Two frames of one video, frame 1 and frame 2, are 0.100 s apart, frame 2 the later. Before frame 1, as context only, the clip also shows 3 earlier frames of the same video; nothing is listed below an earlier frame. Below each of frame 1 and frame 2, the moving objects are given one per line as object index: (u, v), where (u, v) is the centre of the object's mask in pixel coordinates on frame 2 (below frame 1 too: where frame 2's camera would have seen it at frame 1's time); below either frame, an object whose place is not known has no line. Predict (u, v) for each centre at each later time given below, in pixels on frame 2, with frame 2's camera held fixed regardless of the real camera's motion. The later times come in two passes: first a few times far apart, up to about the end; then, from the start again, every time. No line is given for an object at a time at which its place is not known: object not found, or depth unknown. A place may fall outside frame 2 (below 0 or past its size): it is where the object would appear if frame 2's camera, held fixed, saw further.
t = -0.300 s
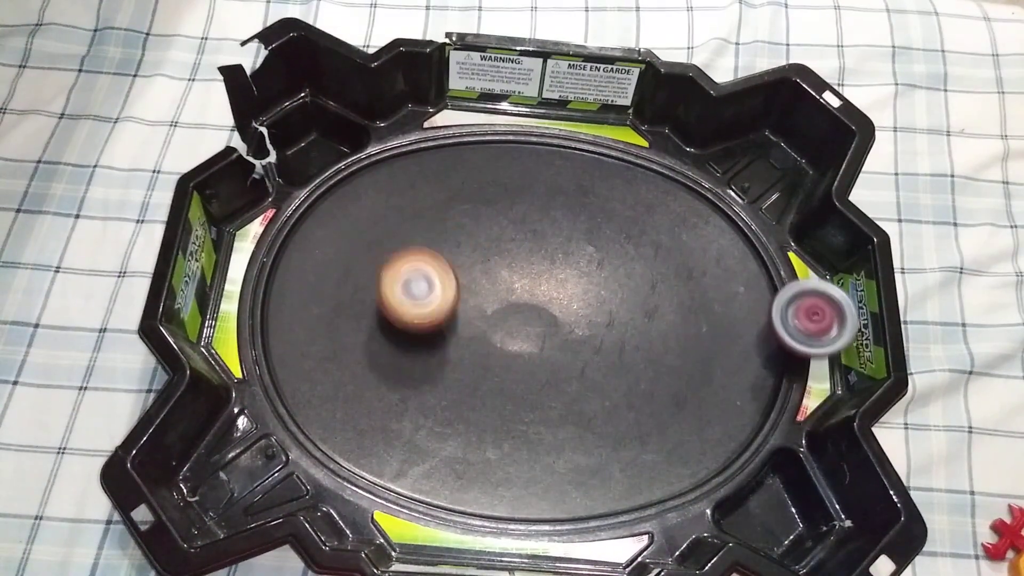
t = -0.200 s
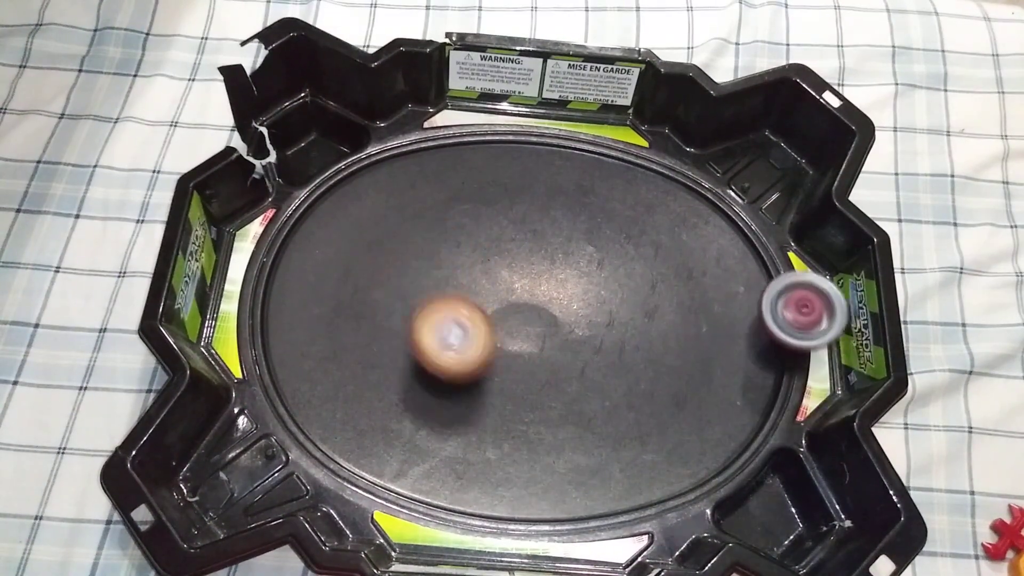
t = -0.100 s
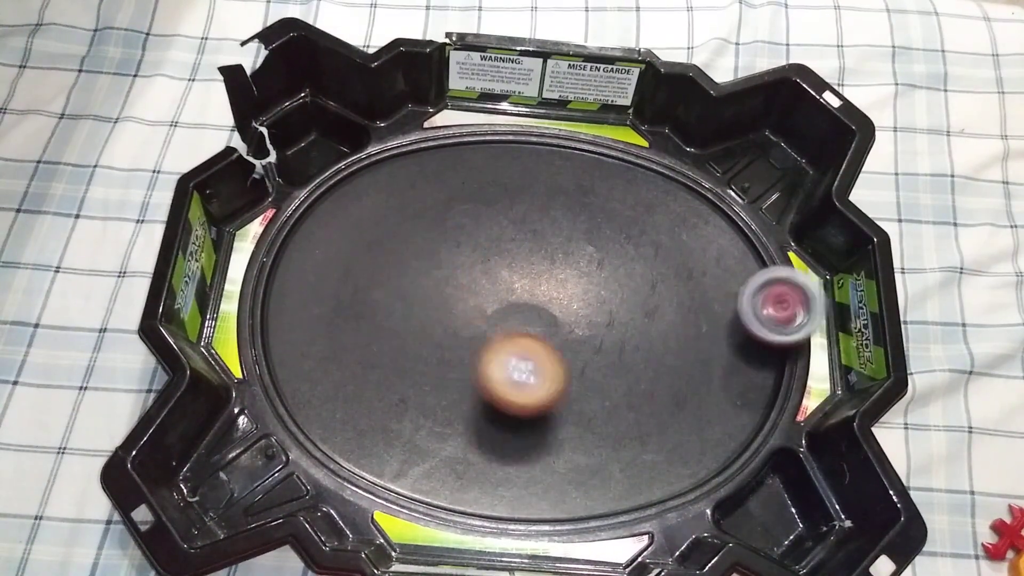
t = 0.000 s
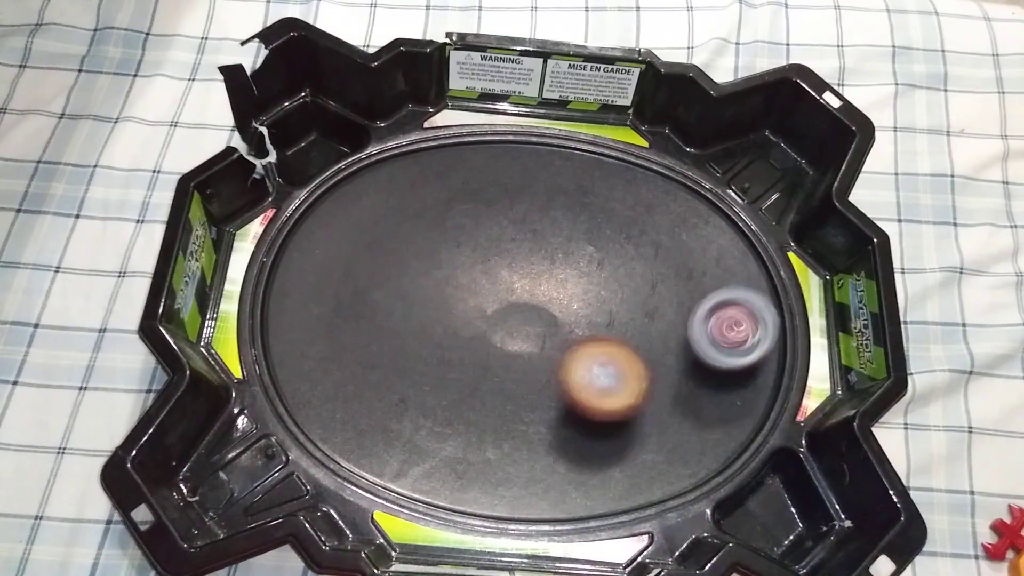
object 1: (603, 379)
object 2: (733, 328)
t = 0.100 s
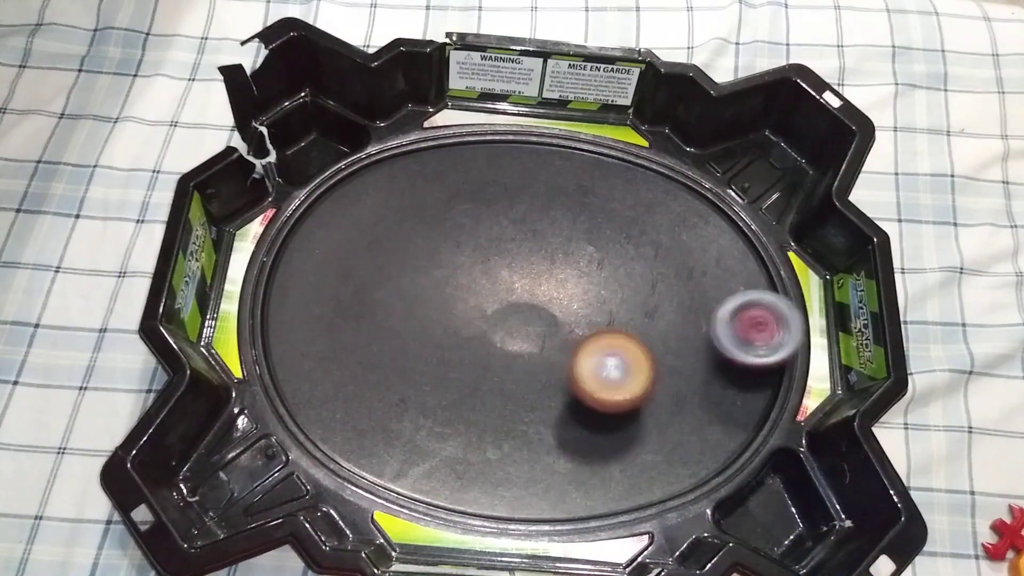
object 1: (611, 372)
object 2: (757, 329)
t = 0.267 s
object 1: (551, 326)
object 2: (767, 344)
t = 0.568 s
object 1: (436, 291)
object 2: (626, 347)
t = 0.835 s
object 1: (440, 434)
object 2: (512, 268)
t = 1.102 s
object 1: (661, 374)
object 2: (481, 216)
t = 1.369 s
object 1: (639, 156)
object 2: (469, 231)
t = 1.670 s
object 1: (297, 270)
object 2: (430, 313)
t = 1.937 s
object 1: (532, 494)
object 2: (377, 365)
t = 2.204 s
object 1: (776, 299)
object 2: (368, 386)
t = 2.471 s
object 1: (549, 146)
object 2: (424, 380)
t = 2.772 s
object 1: (277, 364)
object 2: (525, 362)
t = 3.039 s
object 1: (635, 469)
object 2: (606, 357)
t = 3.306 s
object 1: (734, 229)
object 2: (635, 336)
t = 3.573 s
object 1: (458, 163)
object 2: (628, 306)
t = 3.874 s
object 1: (324, 425)
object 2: (581, 282)
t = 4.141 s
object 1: (663, 440)
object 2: (521, 282)
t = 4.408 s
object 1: (686, 201)
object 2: (459, 297)
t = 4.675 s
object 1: (396, 161)
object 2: (414, 317)
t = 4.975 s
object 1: (337, 442)
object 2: (410, 348)
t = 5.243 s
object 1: (671, 418)
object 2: (445, 371)
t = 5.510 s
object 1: (652, 211)
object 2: (499, 374)
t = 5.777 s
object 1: (388, 197)
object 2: (556, 357)
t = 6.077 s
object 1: (362, 438)
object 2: (600, 327)
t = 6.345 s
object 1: (631, 440)
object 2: (602, 305)
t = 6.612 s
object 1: (652, 262)
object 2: (569, 297)
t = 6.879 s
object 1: (439, 217)
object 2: (506, 297)
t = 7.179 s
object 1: (380, 377)
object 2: (447, 314)
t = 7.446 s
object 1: (528, 416)
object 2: (419, 337)
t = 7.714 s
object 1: (605, 308)
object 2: (428, 357)
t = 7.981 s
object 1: (524, 255)
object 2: (474, 361)
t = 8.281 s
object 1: (422, 331)
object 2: (538, 345)
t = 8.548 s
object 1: (522, 402)
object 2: (582, 321)
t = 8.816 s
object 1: (606, 363)
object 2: (615, 280)
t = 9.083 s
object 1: (544, 346)
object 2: (640, 210)
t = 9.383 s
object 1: (461, 391)
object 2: (604, 229)
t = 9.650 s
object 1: (483, 379)
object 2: (528, 307)
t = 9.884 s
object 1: (414, 373)
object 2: (608, 261)
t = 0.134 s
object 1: (598, 369)
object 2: (772, 326)
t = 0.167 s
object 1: (585, 361)
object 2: (780, 327)
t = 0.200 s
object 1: (573, 351)
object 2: (781, 331)
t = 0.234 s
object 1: (561, 339)
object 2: (774, 337)
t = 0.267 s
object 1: (551, 326)
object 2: (767, 344)
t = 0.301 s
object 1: (541, 315)
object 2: (759, 349)
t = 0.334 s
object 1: (531, 305)
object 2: (748, 353)
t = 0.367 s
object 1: (521, 296)
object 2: (734, 357)
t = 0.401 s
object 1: (511, 288)
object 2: (719, 358)
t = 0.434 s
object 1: (499, 282)
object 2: (702, 358)
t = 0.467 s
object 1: (485, 279)
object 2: (684, 357)
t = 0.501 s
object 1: (470, 279)
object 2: (666, 355)
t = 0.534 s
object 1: (453, 283)
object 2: (646, 352)
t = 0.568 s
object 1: (436, 291)
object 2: (626, 347)
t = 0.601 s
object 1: (420, 303)
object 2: (607, 341)
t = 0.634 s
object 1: (406, 320)
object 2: (590, 333)
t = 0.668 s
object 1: (397, 339)
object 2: (575, 324)
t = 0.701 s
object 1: (393, 360)
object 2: (560, 315)
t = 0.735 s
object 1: (397, 381)
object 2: (547, 305)
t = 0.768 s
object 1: (405, 401)
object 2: (534, 292)
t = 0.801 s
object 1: (419, 419)
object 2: (523, 279)
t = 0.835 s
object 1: (440, 434)
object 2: (512, 268)
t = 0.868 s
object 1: (466, 445)
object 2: (504, 258)
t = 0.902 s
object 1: (495, 451)
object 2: (497, 250)
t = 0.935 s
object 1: (526, 451)
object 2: (492, 242)
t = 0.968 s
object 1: (557, 447)
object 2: (488, 235)
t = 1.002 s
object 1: (586, 435)
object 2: (486, 228)
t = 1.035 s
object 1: (613, 420)
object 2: (484, 223)
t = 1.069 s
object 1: (640, 399)
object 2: (482, 218)
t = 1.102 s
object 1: (661, 374)
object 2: (481, 216)
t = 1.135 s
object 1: (677, 346)
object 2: (479, 213)
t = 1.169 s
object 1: (688, 315)
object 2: (479, 212)
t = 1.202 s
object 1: (692, 285)
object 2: (478, 212)
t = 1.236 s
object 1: (693, 254)
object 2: (477, 213)
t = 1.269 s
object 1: (687, 225)
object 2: (475, 215)
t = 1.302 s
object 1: (676, 198)
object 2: (474, 219)
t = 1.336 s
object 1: (661, 177)
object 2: (471, 225)
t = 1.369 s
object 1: (639, 156)
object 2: (469, 231)
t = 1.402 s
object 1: (614, 142)
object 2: (466, 238)
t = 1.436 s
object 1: (581, 141)
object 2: (464, 247)
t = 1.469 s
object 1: (545, 145)
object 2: (461, 256)
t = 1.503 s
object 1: (505, 154)
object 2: (458, 265)
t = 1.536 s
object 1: (463, 166)
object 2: (454, 274)
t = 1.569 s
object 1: (419, 184)
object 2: (449, 284)
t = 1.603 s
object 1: (375, 206)
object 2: (443, 293)
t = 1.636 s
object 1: (335, 234)
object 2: (437, 302)
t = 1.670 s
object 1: (297, 270)
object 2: (430, 313)
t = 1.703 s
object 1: (266, 310)
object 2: (424, 323)
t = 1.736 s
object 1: (269, 353)
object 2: (419, 330)
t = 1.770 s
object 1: (289, 395)
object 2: (412, 338)
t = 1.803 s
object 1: (324, 426)
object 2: (404, 345)
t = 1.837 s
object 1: (368, 458)
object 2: (397, 351)
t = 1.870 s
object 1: (417, 478)
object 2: (389, 357)
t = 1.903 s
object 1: (474, 491)
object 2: (383, 361)
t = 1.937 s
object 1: (532, 494)
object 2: (377, 365)
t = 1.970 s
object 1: (583, 487)
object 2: (372, 369)
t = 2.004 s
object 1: (635, 473)
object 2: (370, 372)
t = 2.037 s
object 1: (675, 454)
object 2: (367, 375)
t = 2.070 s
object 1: (713, 425)
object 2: (365, 377)
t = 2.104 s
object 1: (741, 397)
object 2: (364, 379)
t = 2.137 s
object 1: (759, 365)
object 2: (364, 382)
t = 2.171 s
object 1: (772, 331)
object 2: (366, 384)
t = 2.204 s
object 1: (776, 299)
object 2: (368, 386)
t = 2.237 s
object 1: (776, 266)
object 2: (371, 387)
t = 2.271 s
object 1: (763, 238)
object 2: (376, 388)
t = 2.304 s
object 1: (738, 213)
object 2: (381, 388)
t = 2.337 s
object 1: (707, 191)
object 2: (388, 387)
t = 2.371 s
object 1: (672, 174)
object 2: (395, 386)
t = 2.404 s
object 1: (634, 160)
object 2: (405, 384)
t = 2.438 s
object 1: (592, 150)
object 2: (414, 382)
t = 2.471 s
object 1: (549, 146)
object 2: (424, 380)
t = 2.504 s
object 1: (504, 147)
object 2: (435, 379)
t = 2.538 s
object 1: (457, 154)
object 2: (446, 376)
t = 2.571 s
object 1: (415, 165)
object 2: (457, 374)
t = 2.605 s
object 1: (373, 186)
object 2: (468, 371)
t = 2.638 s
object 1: (333, 211)
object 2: (479, 369)
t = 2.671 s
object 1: (299, 244)
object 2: (490, 367)
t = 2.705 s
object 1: (269, 278)
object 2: (502, 365)
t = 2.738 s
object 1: (266, 321)
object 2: (514, 362)
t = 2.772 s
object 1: (277, 364)
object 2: (525, 362)
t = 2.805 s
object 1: (302, 408)
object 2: (536, 360)
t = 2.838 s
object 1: (335, 443)
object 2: (548, 360)
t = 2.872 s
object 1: (383, 466)
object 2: (559, 359)
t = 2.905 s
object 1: (440, 480)
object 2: (570, 359)
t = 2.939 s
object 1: (491, 487)
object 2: (580, 357)
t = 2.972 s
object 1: (542, 488)
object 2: (589, 358)
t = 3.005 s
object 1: (591, 482)
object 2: (598, 358)
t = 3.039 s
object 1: (635, 469)
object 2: (606, 357)
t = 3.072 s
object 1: (671, 449)
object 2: (613, 355)
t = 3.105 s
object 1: (704, 422)
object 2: (618, 354)
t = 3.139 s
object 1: (730, 390)
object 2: (623, 352)
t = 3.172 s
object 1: (745, 358)
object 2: (627, 350)
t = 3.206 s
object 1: (752, 325)
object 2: (630, 347)
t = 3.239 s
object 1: (753, 292)
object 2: (632, 343)
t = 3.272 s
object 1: (747, 260)
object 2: (634, 339)
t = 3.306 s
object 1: (734, 229)
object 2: (635, 336)
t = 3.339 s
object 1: (714, 201)
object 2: (636, 332)
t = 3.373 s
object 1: (688, 177)
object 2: (636, 328)
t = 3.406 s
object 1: (660, 158)
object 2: (637, 325)
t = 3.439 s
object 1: (623, 148)
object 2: (636, 320)
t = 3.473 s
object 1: (580, 146)
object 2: (635, 317)
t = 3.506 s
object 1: (538, 148)
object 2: (633, 313)
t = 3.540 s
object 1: (498, 155)
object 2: (631, 310)
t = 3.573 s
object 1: (458, 163)
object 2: (628, 306)
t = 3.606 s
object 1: (418, 177)
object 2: (625, 302)
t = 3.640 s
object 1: (381, 196)
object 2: (621, 299)
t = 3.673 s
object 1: (346, 221)
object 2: (616, 296)
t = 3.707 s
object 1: (316, 252)
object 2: (611, 293)
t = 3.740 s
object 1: (290, 287)
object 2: (606, 291)
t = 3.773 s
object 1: (274, 323)
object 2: (600, 288)
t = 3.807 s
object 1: (271, 364)
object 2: (595, 286)
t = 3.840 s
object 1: (294, 398)
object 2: (588, 284)
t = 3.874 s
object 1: (324, 425)
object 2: (581, 282)
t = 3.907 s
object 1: (357, 450)
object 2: (575, 281)
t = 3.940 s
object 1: (398, 469)
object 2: (567, 280)
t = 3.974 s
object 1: (444, 483)
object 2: (560, 280)
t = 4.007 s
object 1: (492, 490)
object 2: (552, 280)
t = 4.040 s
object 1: (540, 488)
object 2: (544, 280)
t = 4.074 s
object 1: (585, 479)
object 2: (537, 281)
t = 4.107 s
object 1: (627, 463)
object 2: (529, 281)
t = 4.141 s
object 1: (663, 440)
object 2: (521, 282)
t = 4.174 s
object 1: (692, 413)
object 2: (513, 284)
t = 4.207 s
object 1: (712, 385)
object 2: (504, 285)
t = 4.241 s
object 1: (725, 354)
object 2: (497, 286)
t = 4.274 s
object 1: (731, 321)
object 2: (489, 288)
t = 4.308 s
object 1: (728, 290)
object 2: (481, 290)
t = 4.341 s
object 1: (720, 258)
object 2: (474, 292)
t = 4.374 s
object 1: (704, 229)
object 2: (466, 295)
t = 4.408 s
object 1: (686, 201)
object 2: (459, 297)
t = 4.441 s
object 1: (661, 180)
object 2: (453, 299)
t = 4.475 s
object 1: (631, 161)
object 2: (446, 302)
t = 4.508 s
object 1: (597, 146)
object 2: (439, 304)
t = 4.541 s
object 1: (559, 137)
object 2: (433, 306)
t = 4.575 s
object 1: (520, 135)
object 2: (427, 309)
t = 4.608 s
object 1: (478, 139)
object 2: (422, 312)
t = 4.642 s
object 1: (437, 148)
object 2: (418, 314)
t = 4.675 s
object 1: (396, 161)
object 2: (414, 317)
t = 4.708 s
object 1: (360, 178)
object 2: (411, 320)
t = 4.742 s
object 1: (326, 202)
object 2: (409, 324)
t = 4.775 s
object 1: (298, 229)
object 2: (407, 328)
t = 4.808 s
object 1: (277, 262)
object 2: (406, 332)
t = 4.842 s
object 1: (265, 296)
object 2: (406, 336)
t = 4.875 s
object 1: (268, 335)
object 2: (406, 339)
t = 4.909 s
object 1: (282, 373)
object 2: (407, 342)
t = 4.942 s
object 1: (306, 410)
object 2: (409, 346)
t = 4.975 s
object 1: (337, 442)
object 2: (410, 348)
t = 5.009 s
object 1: (377, 464)
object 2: (413, 351)
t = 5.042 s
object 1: (422, 477)
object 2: (416, 355)
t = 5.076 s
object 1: (471, 485)
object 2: (419, 358)
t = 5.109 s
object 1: (520, 484)
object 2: (423, 360)
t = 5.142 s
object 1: (564, 479)
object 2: (428, 364)
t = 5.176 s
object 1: (607, 464)
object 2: (434, 366)
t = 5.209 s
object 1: (644, 443)
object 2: (439, 369)
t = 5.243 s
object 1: (671, 418)
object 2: (445, 371)
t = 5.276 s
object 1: (690, 395)
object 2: (451, 372)
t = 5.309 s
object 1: (705, 368)
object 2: (458, 374)
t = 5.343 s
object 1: (711, 339)
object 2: (464, 375)
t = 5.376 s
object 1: (709, 312)
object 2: (470, 376)
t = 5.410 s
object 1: (703, 285)
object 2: (478, 376)
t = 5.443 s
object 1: (692, 258)
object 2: (485, 376)
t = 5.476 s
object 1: (673, 231)
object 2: (492, 375)
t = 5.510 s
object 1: (652, 211)
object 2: (499, 374)
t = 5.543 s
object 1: (626, 193)
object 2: (506, 373)
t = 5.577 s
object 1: (597, 177)
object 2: (514, 371)
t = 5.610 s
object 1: (563, 166)
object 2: (521, 369)
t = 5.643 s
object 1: (527, 162)
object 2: (528, 367)
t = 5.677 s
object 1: (491, 163)
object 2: (536, 364)
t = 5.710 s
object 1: (455, 168)
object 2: (543, 362)
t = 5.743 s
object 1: (420, 181)
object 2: (550, 359)
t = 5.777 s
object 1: (388, 197)
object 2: (556, 357)
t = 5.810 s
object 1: (362, 218)
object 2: (562, 354)
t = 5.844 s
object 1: (340, 243)
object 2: (569, 351)
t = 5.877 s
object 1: (325, 268)
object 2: (574, 348)
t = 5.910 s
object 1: (315, 296)
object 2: (580, 345)
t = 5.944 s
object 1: (311, 326)
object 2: (585, 342)
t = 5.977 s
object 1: (314, 359)
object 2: (590, 338)
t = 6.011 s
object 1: (325, 390)
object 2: (594, 334)
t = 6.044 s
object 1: (340, 416)
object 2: (597, 331)
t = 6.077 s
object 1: (362, 438)
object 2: (600, 327)
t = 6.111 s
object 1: (388, 456)
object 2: (602, 324)
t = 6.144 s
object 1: (419, 469)
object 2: (603, 321)
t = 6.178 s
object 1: (453, 477)
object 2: (605, 318)
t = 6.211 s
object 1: (491, 481)
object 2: (605, 315)
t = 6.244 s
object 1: (529, 481)
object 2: (606, 312)
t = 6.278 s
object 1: (567, 471)
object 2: (605, 309)
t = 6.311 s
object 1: (603, 458)
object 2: (604, 307)
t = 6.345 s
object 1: (631, 440)
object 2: (602, 305)
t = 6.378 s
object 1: (654, 419)
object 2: (600, 303)
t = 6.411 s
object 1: (670, 397)
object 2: (597, 302)
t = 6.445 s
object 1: (681, 373)
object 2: (594, 301)
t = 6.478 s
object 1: (684, 350)
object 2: (590, 299)
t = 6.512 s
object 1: (684, 325)
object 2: (585, 299)
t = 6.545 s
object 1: (678, 304)
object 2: (580, 297)
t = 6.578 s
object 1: (668, 282)
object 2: (574, 296)
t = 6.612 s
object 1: (652, 262)
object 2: (569, 297)
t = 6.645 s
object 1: (634, 244)
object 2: (563, 297)
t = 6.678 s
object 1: (612, 226)
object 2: (556, 297)
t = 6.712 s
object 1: (586, 214)
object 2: (549, 297)
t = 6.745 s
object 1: (559, 205)
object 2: (541, 296)
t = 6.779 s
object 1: (528, 200)
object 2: (533, 296)
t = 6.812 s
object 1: (497, 202)
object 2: (524, 296)
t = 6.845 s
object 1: (469, 206)
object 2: (515, 296)
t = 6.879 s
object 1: (439, 217)
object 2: (506, 297)
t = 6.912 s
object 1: (415, 231)
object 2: (497, 298)
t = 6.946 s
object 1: (395, 247)
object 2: (489, 300)
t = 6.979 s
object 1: (379, 265)
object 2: (482, 302)
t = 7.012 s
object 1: (369, 285)
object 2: (476, 303)
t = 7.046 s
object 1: (360, 305)
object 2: (470, 304)
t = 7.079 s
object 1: (359, 326)
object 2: (464, 307)
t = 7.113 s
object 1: (362, 344)
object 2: (458, 309)
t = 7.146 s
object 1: (368, 361)
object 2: (452, 311)
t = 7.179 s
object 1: (380, 377)
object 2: (447, 314)
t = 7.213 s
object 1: (393, 389)
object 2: (442, 316)
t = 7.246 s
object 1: (410, 401)
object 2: (437, 319)
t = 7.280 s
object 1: (429, 409)
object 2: (434, 322)
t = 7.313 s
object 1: (448, 416)
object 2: (429, 325)
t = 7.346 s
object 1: (469, 420)
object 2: (427, 327)
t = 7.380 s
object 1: (489, 421)
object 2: (424, 331)
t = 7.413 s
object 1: (510, 420)
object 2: (421, 334)
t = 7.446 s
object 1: (528, 416)
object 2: (419, 337)
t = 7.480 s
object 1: (547, 409)
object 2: (418, 340)
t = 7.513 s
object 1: (564, 400)
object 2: (417, 343)
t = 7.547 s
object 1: (579, 387)
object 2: (417, 346)
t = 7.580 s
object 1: (591, 373)
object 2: (418, 349)
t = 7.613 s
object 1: (599, 357)
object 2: (419, 351)
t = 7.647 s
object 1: (604, 340)
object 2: (421, 353)
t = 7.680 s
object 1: (606, 325)
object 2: (425, 355)
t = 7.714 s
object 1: (605, 308)
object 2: (428, 357)
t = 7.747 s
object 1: (601, 294)
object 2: (432, 359)
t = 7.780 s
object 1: (593, 281)
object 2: (437, 360)
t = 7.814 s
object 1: (585, 271)
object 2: (443, 361)
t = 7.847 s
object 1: (575, 263)
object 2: (449, 361)
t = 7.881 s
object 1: (564, 258)
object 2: (455, 361)
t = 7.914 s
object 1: (552, 255)
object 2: (461, 361)
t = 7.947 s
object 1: (538, 254)
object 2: (468, 361)
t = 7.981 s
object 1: (524, 255)
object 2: (474, 361)
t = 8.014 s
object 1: (510, 256)
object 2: (481, 360)
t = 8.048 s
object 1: (494, 258)
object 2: (489, 359)
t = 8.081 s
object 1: (478, 261)
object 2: (496, 357)
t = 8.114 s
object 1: (463, 267)
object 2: (504, 355)
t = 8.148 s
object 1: (449, 275)
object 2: (510, 354)
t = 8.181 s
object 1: (437, 287)
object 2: (518, 352)
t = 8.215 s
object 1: (428, 300)
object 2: (525, 350)
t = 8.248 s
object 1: (423, 316)
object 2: (532, 347)
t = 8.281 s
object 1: (422, 331)
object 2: (538, 345)
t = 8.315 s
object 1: (426, 348)
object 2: (545, 342)
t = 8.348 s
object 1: (433, 363)
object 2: (552, 339)
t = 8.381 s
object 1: (443, 375)
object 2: (558, 336)
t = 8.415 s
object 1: (457, 386)
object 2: (564, 333)
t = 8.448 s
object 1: (472, 395)
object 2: (569, 331)
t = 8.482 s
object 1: (488, 400)
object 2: (574, 327)
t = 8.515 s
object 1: (506, 403)
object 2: (578, 324)
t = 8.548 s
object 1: (522, 402)
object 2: (582, 321)
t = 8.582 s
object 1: (539, 400)
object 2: (585, 318)
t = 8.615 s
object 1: (554, 396)
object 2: (588, 316)
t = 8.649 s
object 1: (568, 390)
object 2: (592, 312)
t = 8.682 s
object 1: (578, 387)
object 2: (599, 304)
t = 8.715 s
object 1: (586, 384)
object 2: (604, 293)
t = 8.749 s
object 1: (594, 379)
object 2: (609, 288)
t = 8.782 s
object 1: (600, 372)
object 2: (612, 283)
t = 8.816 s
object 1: (606, 363)
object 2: (615, 280)
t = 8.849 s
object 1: (606, 359)
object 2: (620, 269)
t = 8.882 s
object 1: (602, 357)
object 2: (625, 252)
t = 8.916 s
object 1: (597, 355)
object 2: (629, 239)
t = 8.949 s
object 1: (591, 353)
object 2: (632, 231)
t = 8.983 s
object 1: (581, 350)
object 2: (635, 225)
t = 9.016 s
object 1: (571, 348)
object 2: (637, 219)
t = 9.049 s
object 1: (559, 346)
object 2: (639, 214)
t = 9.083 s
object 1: (544, 346)
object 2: (640, 210)
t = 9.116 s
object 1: (531, 348)
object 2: (640, 207)
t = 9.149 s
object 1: (519, 349)
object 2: (638, 205)
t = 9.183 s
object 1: (505, 355)
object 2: (636, 204)
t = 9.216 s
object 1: (493, 361)
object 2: (633, 204)
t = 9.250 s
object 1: (483, 366)
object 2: (628, 206)
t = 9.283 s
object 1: (475, 373)
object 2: (623, 210)
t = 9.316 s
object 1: (468, 379)
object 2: (618, 215)
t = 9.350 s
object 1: (464, 385)
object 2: (612, 221)
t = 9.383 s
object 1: (461, 391)
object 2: (604, 229)
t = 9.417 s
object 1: (461, 395)
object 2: (596, 237)
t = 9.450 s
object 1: (462, 397)
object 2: (588, 246)
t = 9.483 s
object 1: (464, 399)
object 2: (579, 255)
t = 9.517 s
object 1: (468, 398)
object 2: (568, 265)
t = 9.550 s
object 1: (472, 395)
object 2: (559, 275)
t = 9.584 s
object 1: (475, 392)
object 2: (548, 287)
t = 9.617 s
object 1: (479, 387)
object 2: (537, 298)
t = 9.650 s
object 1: (483, 379)
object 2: (528, 307)
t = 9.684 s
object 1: (473, 380)
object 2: (533, 303)
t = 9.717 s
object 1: (459, 380)
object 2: (554, 288)
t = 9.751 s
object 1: (448, 379)
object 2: (569, 278)
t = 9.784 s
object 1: (438, 377)
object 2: (582, 266)
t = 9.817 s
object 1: (428, 376)
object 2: (593, 260)
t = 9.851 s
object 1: (420, 375)
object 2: (600, 258)
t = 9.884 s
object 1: (414, 373)
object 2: (608, 261)
